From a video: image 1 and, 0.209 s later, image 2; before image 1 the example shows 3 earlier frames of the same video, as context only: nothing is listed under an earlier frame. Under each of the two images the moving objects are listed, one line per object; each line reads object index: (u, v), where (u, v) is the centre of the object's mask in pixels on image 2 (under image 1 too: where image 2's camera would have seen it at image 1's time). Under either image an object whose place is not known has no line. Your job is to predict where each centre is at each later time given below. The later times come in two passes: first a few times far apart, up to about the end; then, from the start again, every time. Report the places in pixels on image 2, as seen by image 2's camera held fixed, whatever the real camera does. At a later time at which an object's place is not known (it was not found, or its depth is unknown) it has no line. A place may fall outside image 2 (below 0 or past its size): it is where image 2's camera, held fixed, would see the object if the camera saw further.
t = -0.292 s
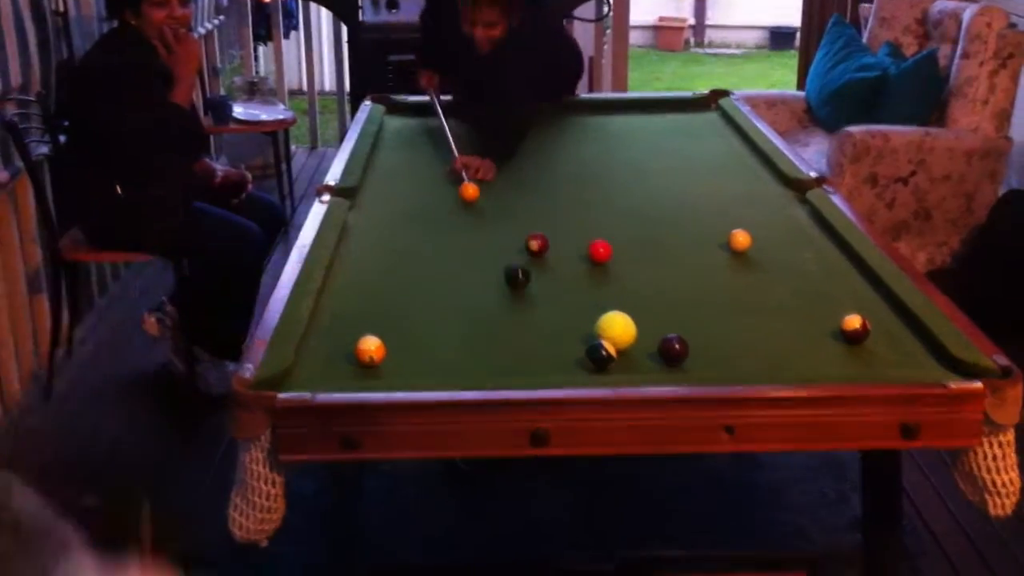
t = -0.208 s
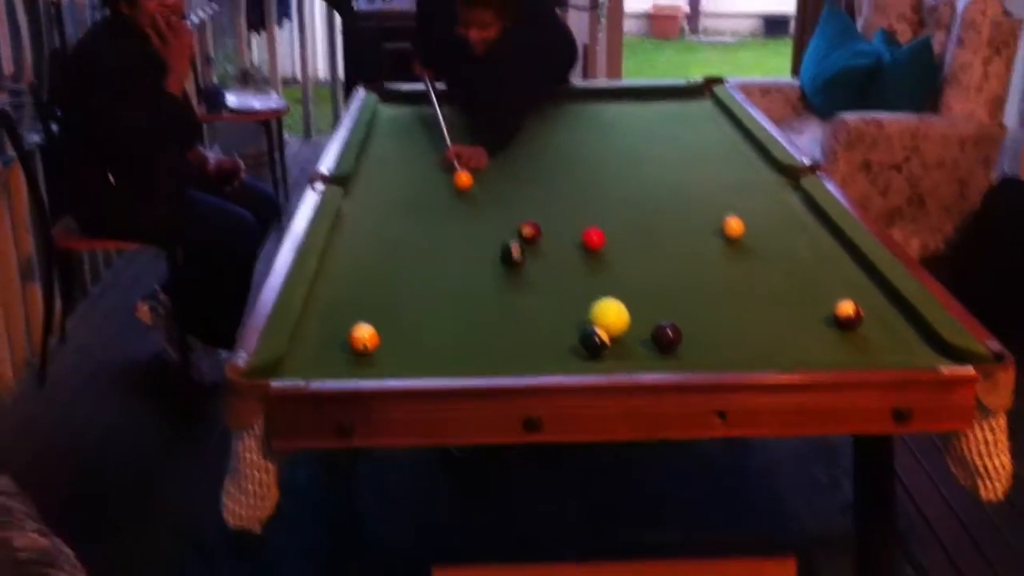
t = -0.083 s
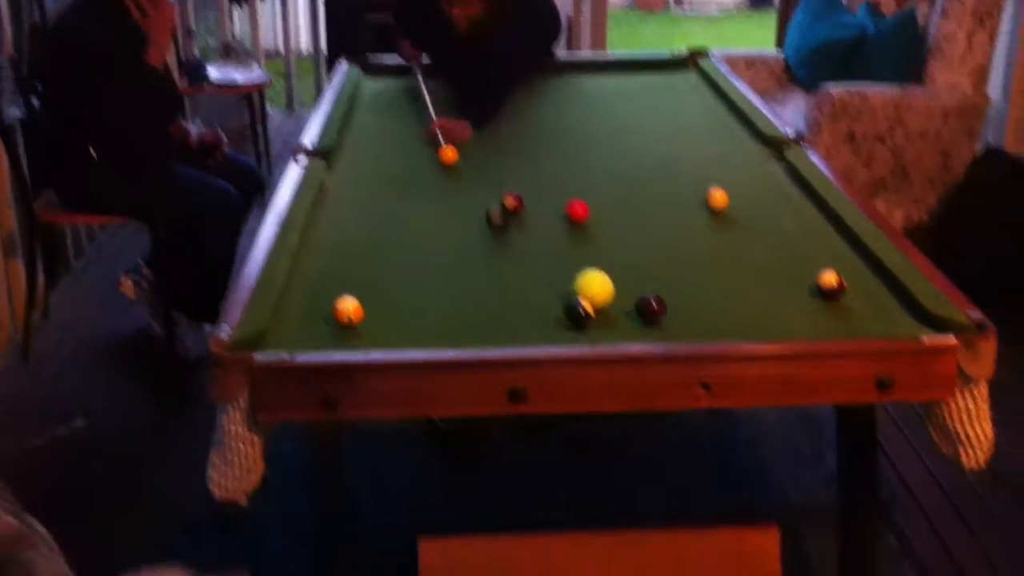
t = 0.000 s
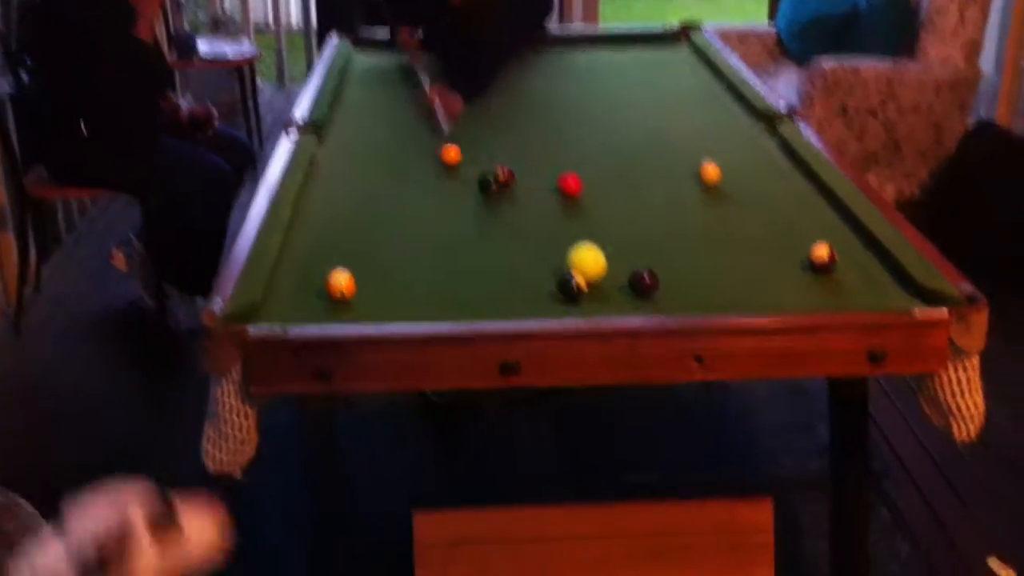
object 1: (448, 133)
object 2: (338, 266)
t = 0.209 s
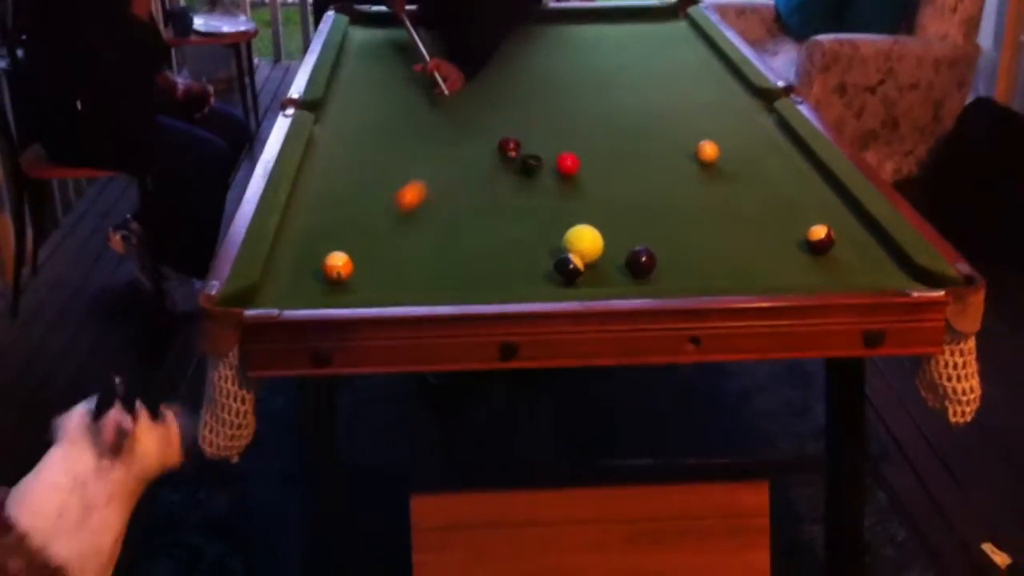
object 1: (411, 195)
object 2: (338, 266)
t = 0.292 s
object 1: (382, 222)
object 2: (337, 267)
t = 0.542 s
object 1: (306, 261)
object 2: (321, 284)
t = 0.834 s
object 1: (292, 277)
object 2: (318, 247)
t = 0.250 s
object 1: (396, 208)
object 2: (338, 266)
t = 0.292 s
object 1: (382, 222)
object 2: (337, 267)
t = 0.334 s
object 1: (365, 236)
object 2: (337, 267)
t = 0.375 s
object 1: (352, 246)
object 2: (337, 268)
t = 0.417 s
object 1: (338, 252)
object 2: (332, 277)
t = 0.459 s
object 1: (328, 256)
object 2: (324, 286)
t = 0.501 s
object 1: (318, 258)
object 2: (322, 287)
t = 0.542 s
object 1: (306, 261)
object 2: (321, 284)
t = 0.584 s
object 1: (295, 266)
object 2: (321, 280)
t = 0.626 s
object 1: (284, 269)
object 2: (320, 274)
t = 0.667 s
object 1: (281, 272)
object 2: (319, 268)
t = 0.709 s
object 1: (284, 273)
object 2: (319, 263)
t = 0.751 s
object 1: (286, 275)
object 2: (318, 257)
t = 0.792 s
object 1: (290, 277)
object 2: (319, 252)
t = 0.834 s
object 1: (292, 277)
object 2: (318, 247)
